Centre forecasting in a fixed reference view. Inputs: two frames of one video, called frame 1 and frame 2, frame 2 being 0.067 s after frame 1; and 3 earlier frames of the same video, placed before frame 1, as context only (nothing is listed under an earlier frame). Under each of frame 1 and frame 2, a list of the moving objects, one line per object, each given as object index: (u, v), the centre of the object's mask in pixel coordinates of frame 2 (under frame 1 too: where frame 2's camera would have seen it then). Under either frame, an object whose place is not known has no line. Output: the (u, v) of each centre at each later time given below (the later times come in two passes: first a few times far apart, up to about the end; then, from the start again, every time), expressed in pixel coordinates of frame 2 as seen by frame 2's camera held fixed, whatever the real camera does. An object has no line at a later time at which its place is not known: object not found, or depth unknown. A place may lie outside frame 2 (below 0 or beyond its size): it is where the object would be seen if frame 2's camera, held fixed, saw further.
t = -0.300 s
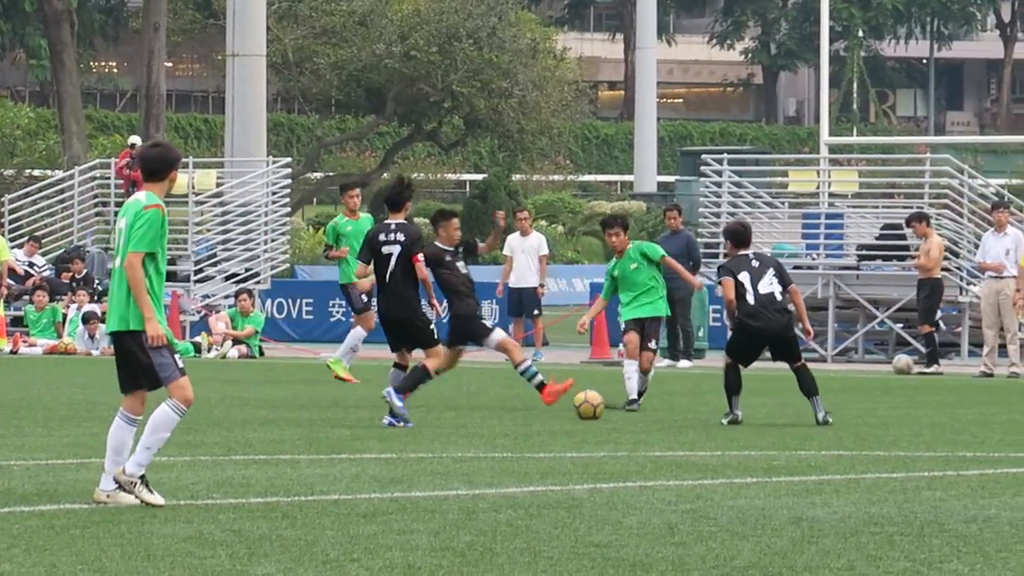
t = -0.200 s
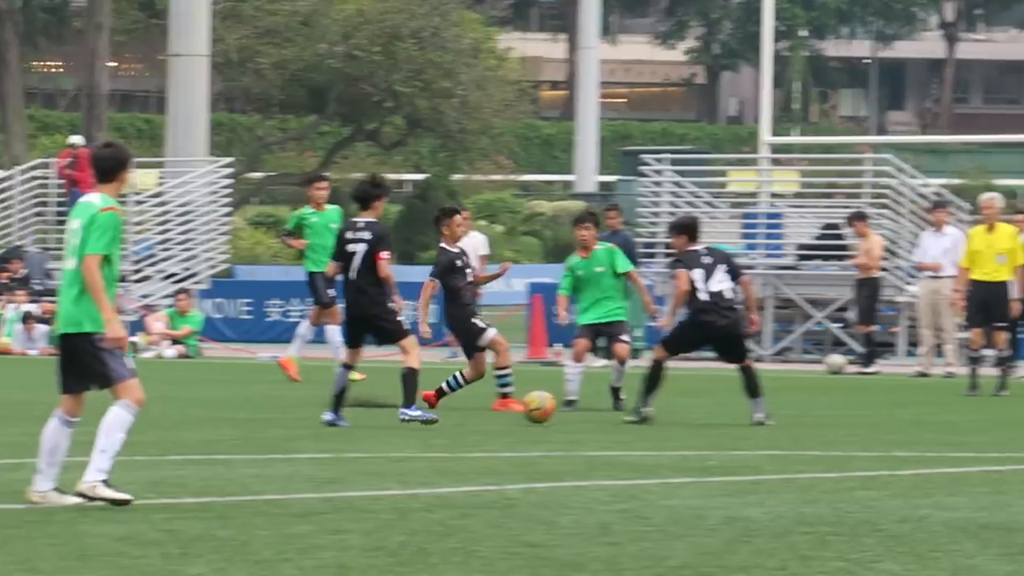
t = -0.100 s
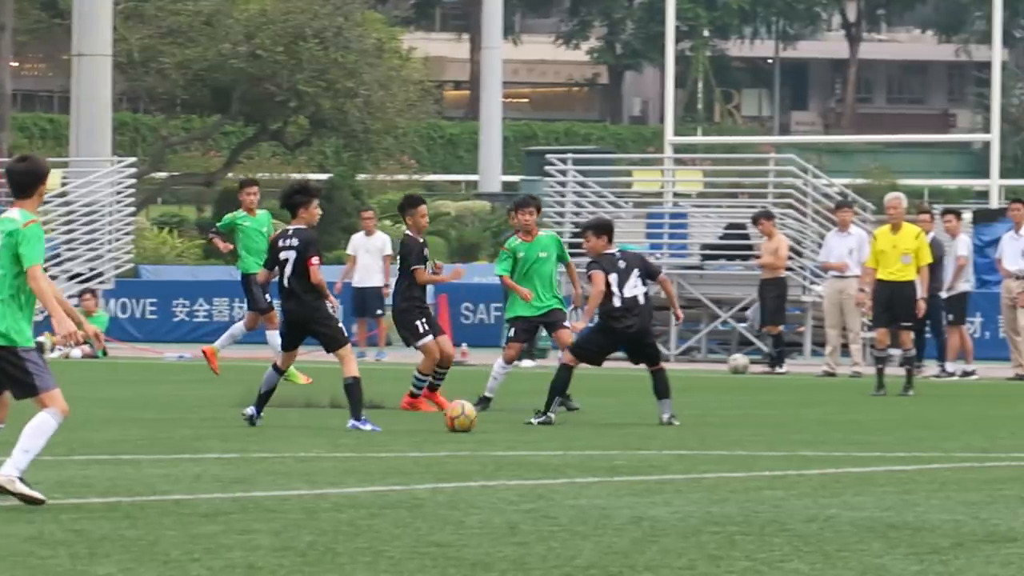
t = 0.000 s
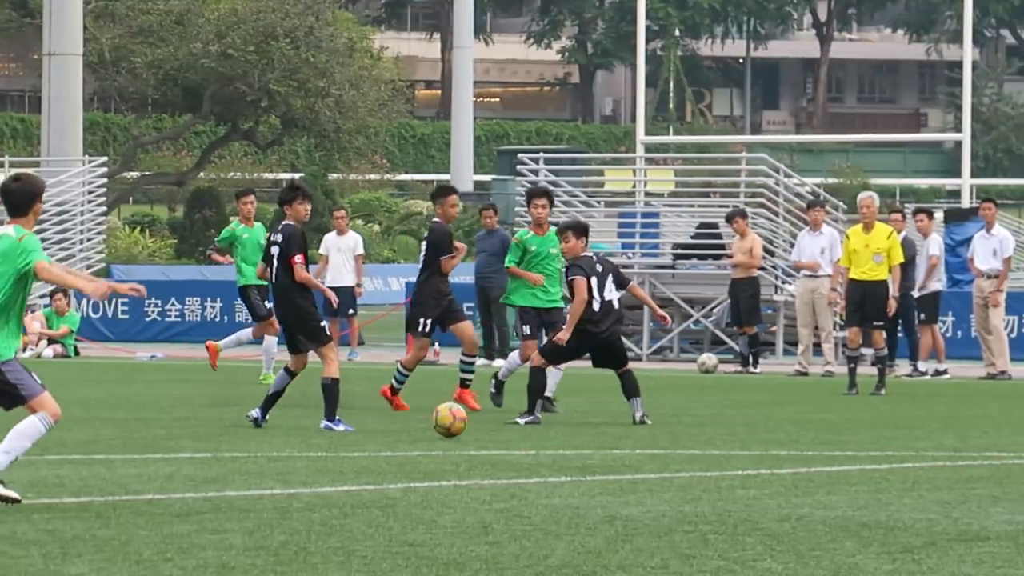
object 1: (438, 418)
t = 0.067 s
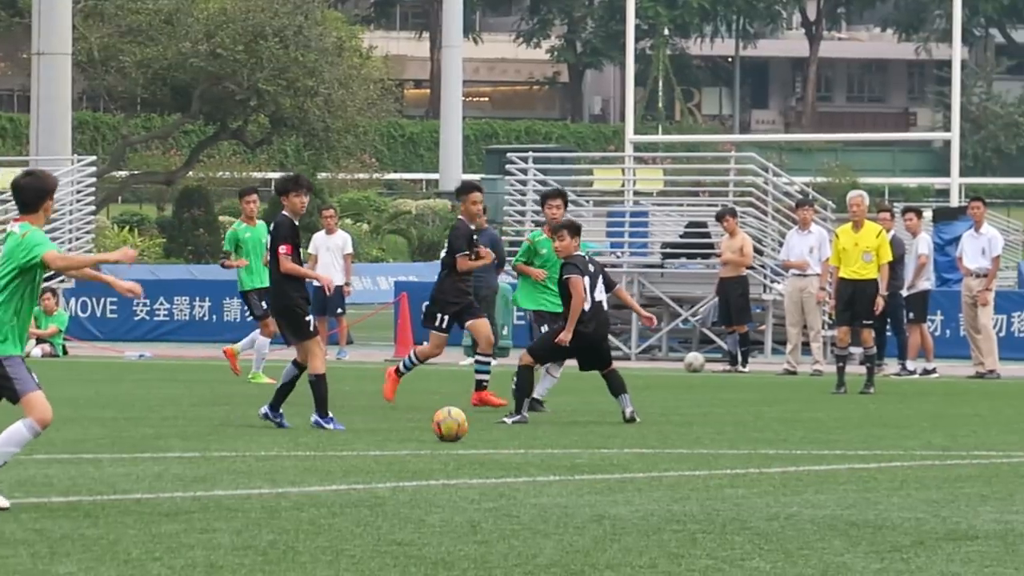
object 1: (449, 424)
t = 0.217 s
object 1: (479, 434)
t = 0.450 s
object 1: (528, 447)
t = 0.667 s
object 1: (581, 459)
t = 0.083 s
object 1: (453, 423)
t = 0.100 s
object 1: (456, 422)
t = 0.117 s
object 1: (459, 422)
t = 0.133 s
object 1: (462, 423)
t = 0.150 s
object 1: (465, 424)
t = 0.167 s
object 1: (469, 426)
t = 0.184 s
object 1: (472, 428)
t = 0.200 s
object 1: (475, 431)
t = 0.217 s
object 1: (479, 434)
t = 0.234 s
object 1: (482, 437)
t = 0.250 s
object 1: (486, 437)
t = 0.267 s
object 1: (489, 437)
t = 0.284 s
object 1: (492, 436)
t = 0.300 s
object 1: (496, 435)
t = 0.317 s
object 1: (499, 435)
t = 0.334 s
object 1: (503, 437)
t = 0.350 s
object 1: (506, 439)
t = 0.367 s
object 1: (510, 441)
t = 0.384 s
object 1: (513, 444)
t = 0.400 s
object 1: (517, 447)
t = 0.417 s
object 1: (520, 448)
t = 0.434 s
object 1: (524, 448)
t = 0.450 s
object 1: (528, 447)
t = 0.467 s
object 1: (532, 446)
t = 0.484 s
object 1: (536, 446)
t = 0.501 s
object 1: (539, 446)
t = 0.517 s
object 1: (544, 447)
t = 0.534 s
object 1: (548, 449)
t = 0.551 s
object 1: (551, 452)
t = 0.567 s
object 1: (556, 455)
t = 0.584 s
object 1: (560, 458)
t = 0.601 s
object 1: (564, 460)
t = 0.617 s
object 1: (568, 460)
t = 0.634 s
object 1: (572, 459)
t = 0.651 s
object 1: (576, 459)
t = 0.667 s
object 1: (581, 459)
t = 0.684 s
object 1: (585, 460)
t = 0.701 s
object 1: (590, 462)
